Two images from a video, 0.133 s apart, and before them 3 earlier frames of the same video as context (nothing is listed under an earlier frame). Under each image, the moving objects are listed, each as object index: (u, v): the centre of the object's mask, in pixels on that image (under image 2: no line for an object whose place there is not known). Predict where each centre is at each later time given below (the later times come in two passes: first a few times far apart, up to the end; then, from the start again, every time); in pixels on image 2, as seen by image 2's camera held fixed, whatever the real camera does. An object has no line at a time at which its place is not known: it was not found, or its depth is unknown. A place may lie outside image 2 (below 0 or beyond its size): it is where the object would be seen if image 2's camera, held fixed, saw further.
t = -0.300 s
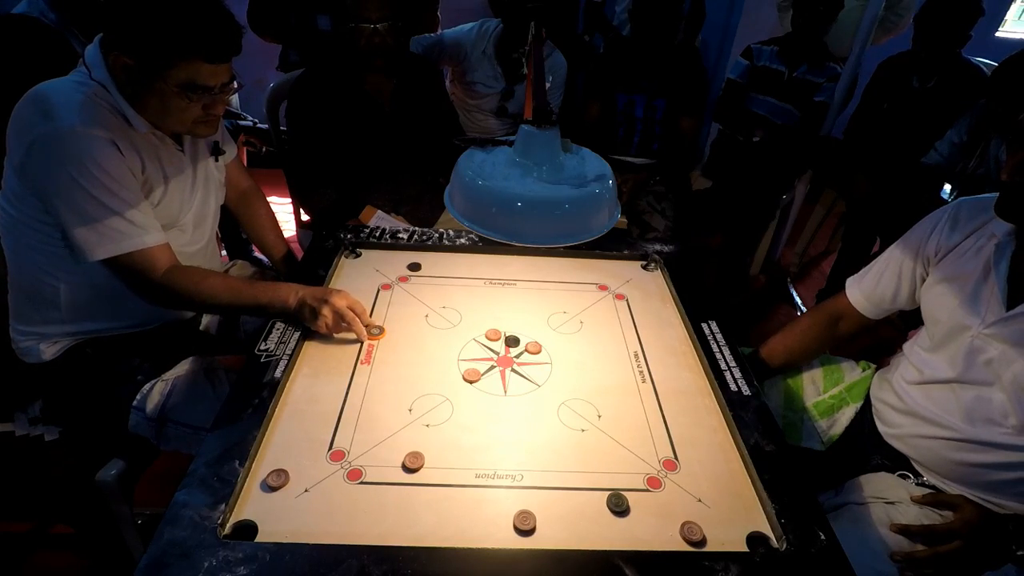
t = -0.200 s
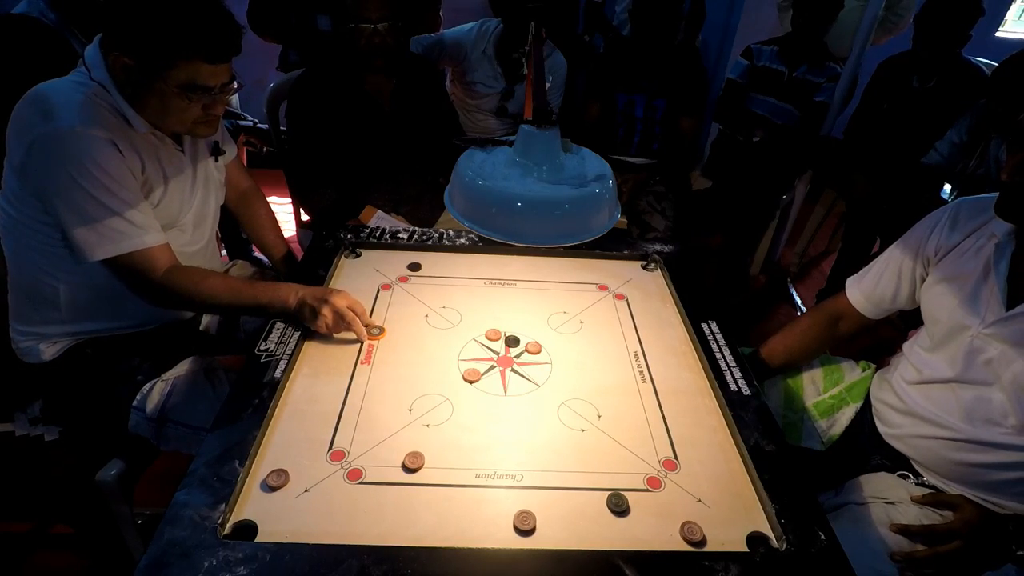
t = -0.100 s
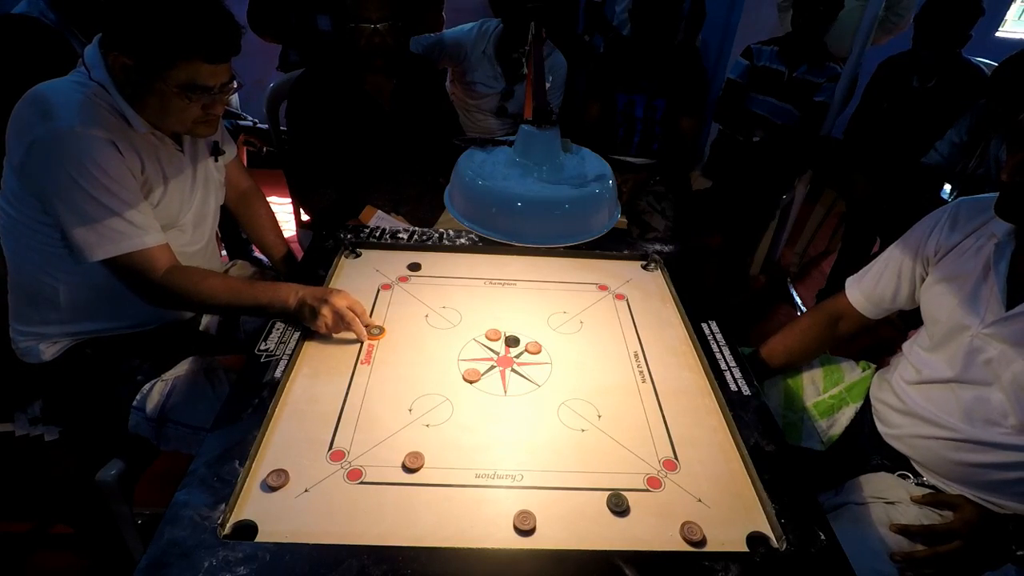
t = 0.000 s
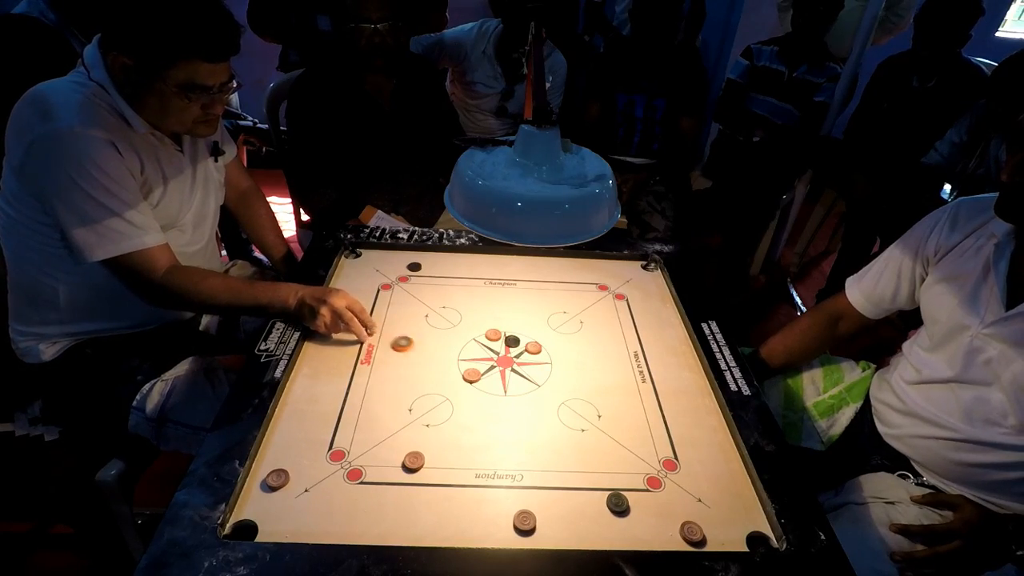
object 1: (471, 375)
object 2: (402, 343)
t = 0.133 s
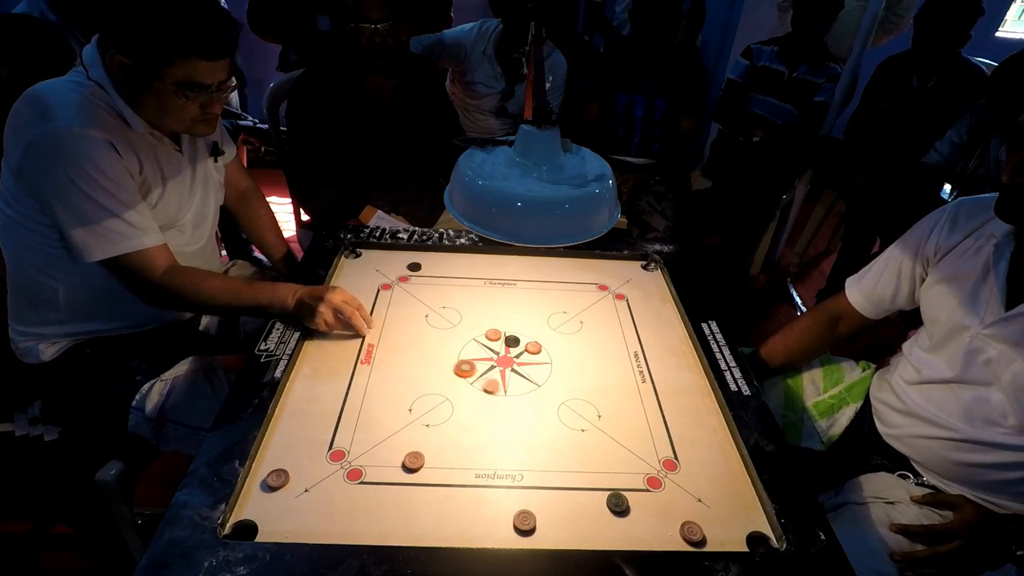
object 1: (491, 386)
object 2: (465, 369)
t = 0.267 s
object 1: (577, 433)
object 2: (499, 380)
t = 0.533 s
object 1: (745, 522)
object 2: (542, 393)
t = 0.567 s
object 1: (761, 531)
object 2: (544, 394)
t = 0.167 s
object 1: (512, 398)
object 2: (474, 372)
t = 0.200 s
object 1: (534, 410)
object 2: (483, 374)
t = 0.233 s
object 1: (556, 422)
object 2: (491, 377)
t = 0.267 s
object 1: (577, 433)
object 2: (499, 380)
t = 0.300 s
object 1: (599, 444)
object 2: (506, 382)
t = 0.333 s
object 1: (621, 457)
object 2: (513, 384)
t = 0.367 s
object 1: (643, 468)
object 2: (519, 386)
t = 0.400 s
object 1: (665, 480)
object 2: (524, 388)
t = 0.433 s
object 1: (686, 491)
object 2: (530, 389)
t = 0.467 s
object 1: (706, 502)
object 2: (534, 391)
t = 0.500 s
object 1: (726, 513)
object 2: (538, 392)
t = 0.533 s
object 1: (745, 522)
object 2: (542, 393)
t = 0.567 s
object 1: (761, 531)
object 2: (544, 394)
